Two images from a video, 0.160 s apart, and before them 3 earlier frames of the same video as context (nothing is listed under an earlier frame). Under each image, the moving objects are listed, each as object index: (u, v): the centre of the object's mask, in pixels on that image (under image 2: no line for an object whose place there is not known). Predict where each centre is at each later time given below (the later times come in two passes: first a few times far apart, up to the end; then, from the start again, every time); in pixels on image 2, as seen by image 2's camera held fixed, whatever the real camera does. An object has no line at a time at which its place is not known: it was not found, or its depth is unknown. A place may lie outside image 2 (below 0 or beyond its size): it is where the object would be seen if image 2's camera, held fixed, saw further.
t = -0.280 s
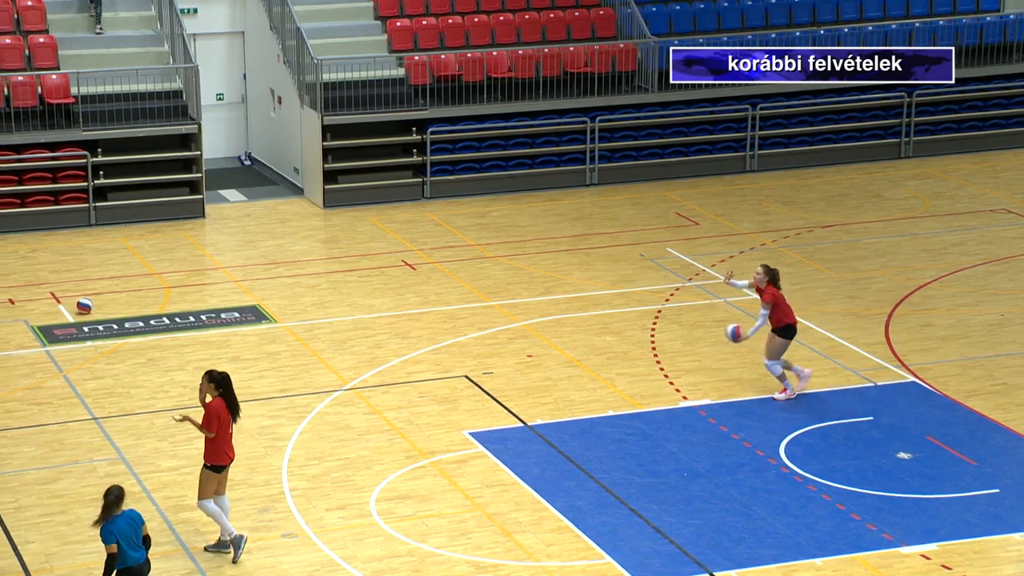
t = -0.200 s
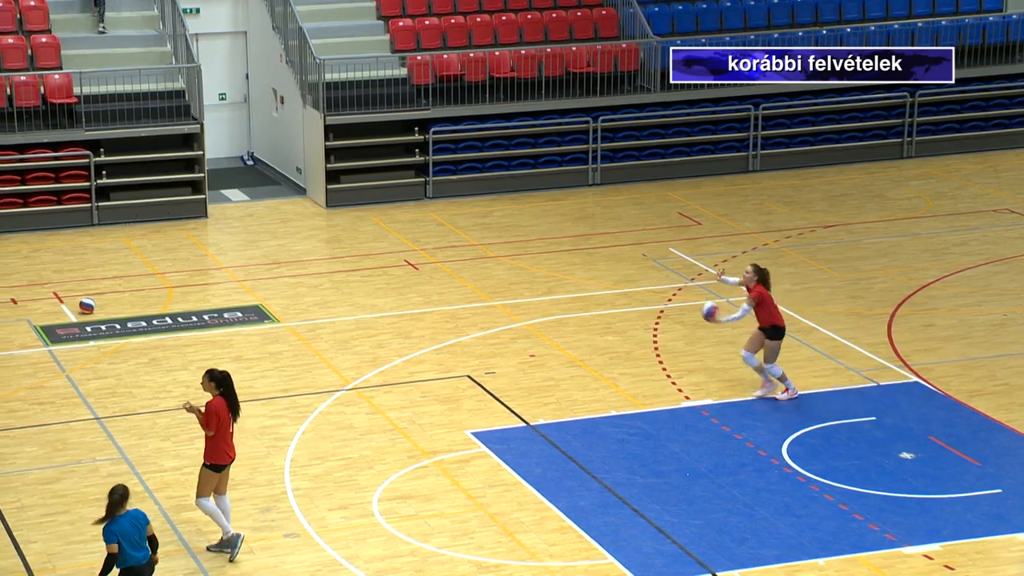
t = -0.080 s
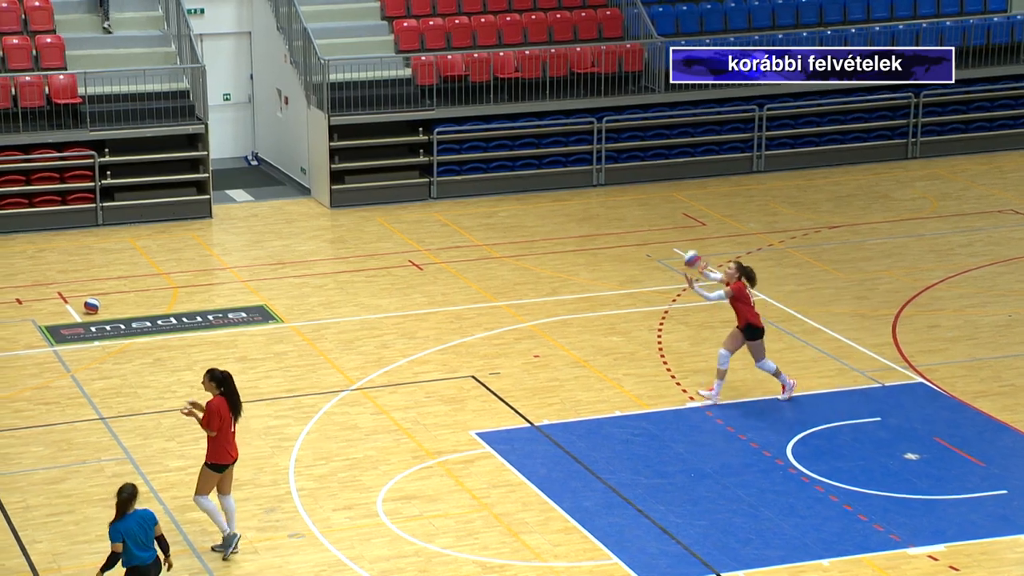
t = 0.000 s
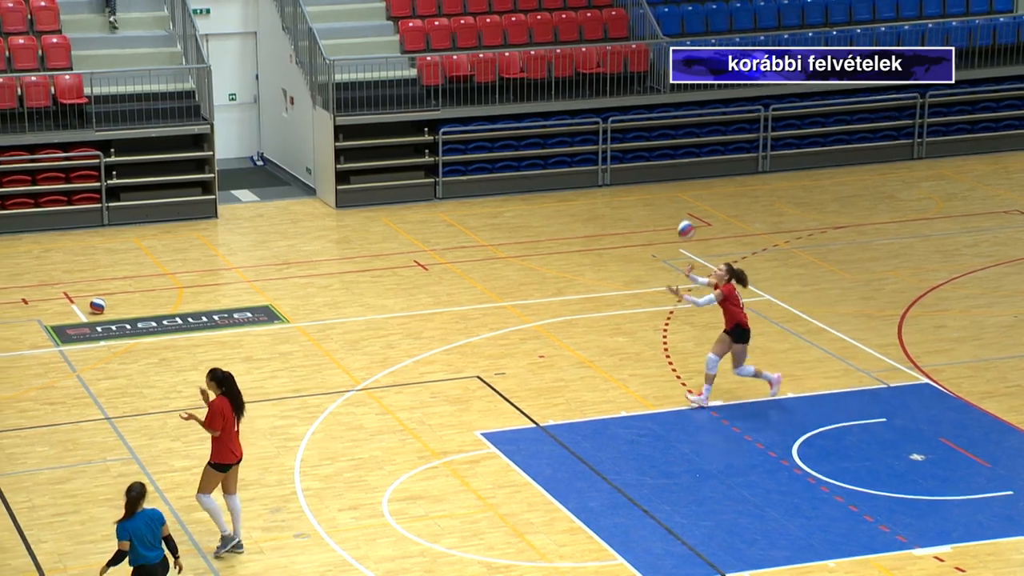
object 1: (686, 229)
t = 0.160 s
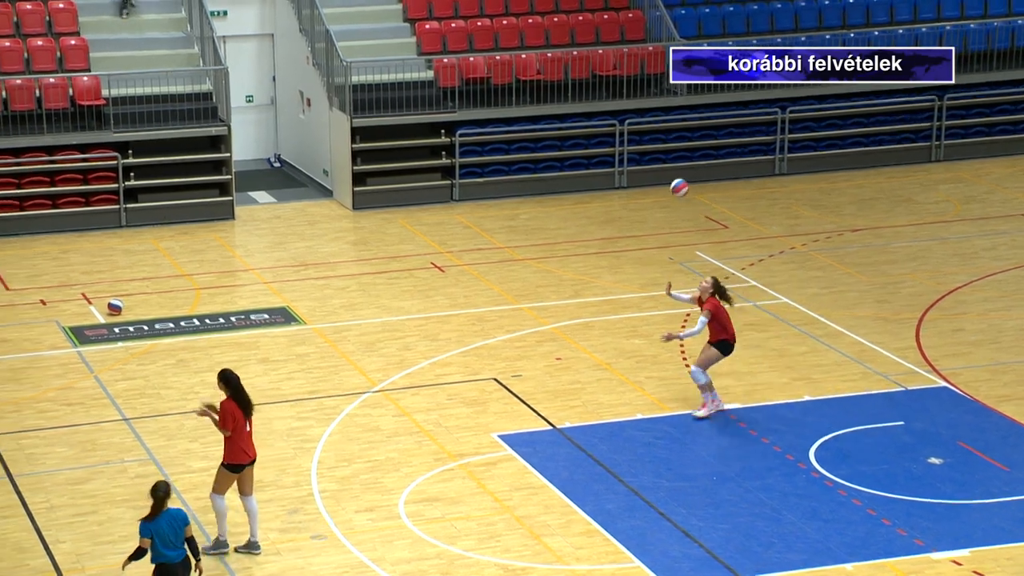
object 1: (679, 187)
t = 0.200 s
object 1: (673, 179)
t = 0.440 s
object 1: (637, 161)
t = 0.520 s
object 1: (625, 166)
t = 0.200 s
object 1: (673, 179)
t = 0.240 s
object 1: (667, 174)
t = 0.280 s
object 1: (661, 168)
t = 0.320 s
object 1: (655, 165)
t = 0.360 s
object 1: (649, 162)
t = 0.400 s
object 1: (643, 161)
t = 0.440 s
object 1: (637, 161)
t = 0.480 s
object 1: (632, 163)
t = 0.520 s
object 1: (625, 166)
